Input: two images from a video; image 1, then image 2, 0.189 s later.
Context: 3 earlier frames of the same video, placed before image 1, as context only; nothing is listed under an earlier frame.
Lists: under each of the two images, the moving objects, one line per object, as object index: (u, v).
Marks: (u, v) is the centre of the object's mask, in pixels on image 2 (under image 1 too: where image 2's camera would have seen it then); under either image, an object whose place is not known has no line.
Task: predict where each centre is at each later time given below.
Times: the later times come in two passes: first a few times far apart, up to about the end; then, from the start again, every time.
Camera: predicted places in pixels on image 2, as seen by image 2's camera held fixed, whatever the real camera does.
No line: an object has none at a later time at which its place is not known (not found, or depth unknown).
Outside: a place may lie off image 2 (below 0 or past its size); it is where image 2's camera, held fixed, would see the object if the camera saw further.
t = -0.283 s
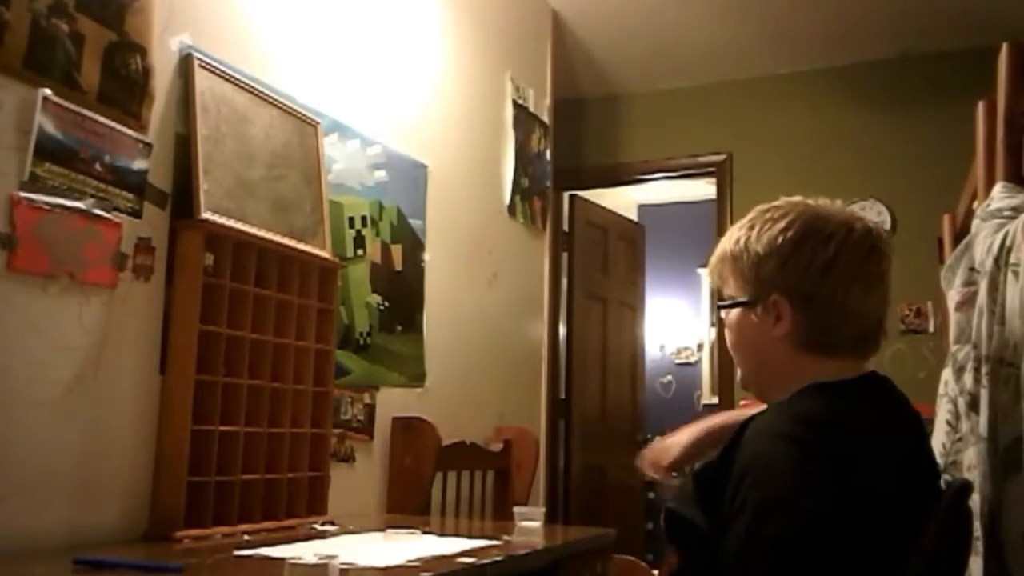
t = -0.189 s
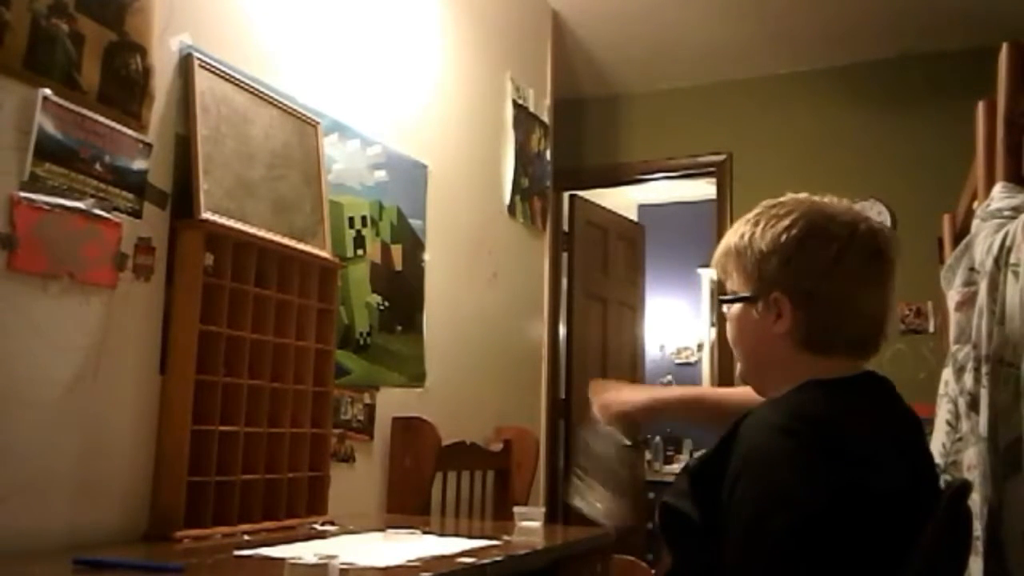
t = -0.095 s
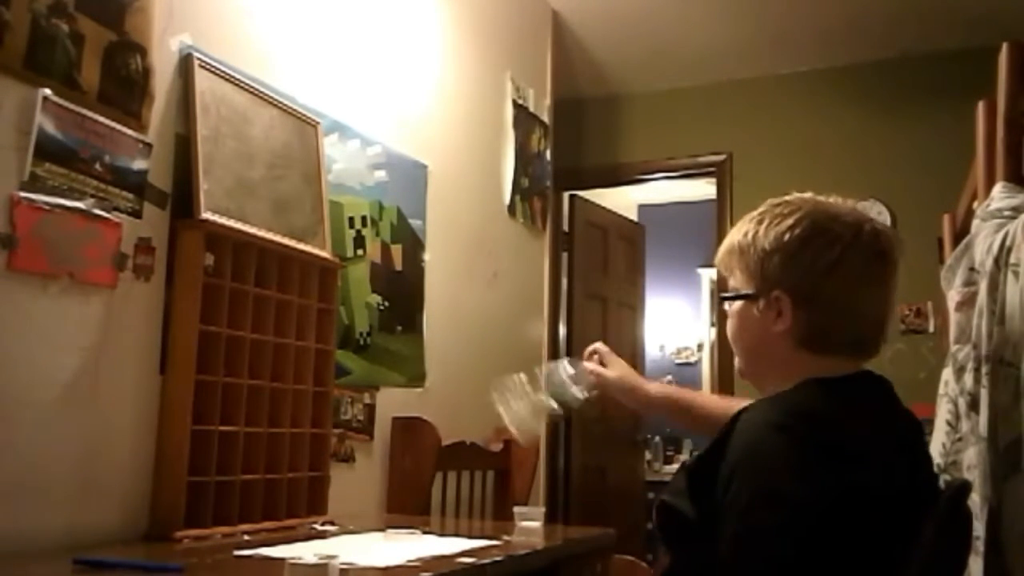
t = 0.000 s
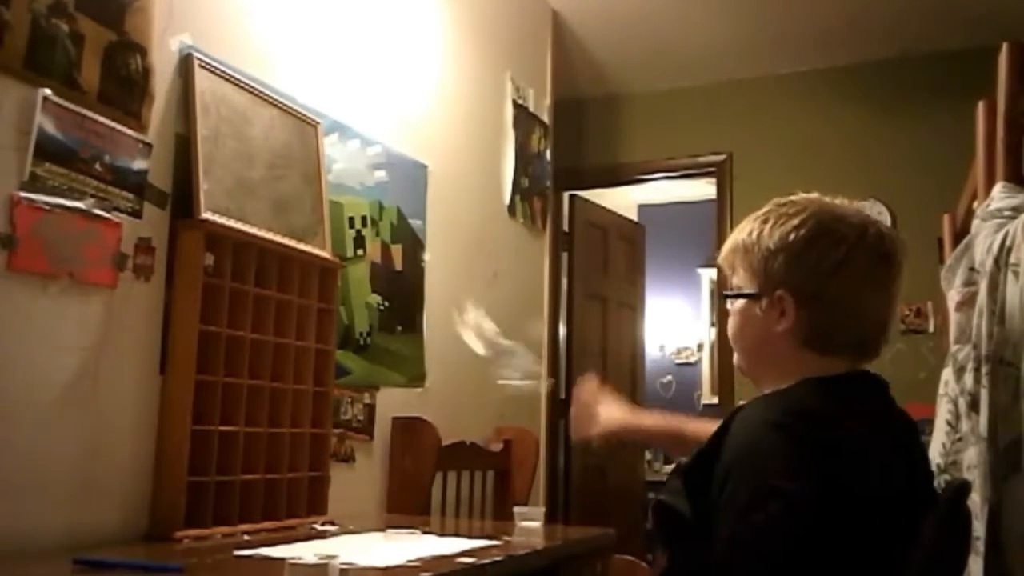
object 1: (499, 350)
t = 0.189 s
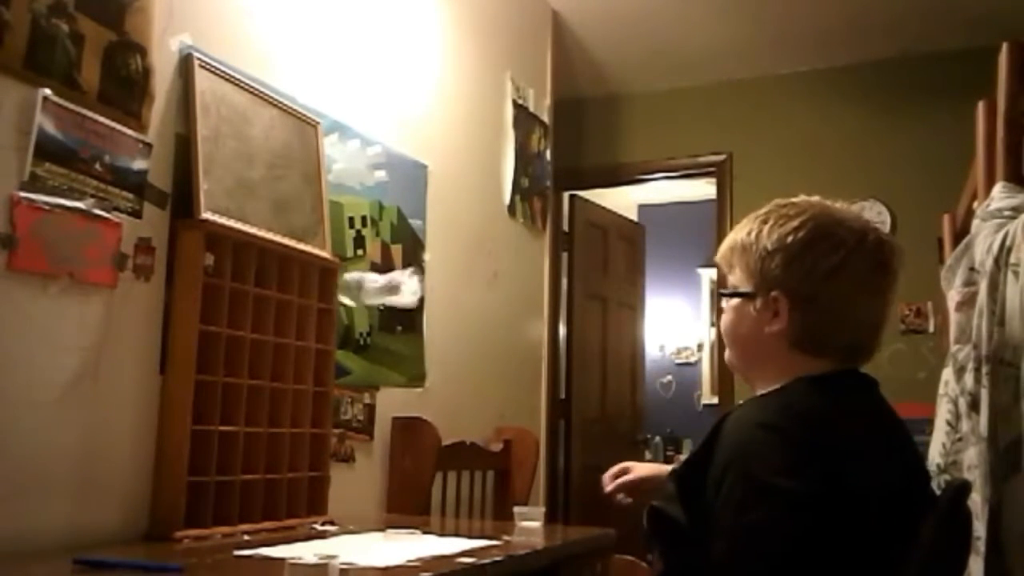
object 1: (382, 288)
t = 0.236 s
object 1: (382, 302)
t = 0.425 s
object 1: (372, 457)
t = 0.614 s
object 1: (367, 504)
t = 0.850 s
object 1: (366, 504)
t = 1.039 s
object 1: (367, 505)
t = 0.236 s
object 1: (382, 302)
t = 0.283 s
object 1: (381, 325)
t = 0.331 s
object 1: (377, 357)
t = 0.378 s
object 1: (372, 403)
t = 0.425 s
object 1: (372, 457)
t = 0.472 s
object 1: (369, 504)
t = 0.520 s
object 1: (368, 504)
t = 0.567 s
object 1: (368, 504)
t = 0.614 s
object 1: (367, 504)
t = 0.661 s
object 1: (367, 504)
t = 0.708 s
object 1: (367, 504)
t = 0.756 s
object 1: (367, 504)
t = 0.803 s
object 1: (367, 504)
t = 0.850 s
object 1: (366, 504)
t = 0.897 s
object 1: (366, 504)
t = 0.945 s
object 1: (366, 504)
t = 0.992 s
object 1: (367, 505)
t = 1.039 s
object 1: (367, 505)
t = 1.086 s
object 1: (367, 505)
